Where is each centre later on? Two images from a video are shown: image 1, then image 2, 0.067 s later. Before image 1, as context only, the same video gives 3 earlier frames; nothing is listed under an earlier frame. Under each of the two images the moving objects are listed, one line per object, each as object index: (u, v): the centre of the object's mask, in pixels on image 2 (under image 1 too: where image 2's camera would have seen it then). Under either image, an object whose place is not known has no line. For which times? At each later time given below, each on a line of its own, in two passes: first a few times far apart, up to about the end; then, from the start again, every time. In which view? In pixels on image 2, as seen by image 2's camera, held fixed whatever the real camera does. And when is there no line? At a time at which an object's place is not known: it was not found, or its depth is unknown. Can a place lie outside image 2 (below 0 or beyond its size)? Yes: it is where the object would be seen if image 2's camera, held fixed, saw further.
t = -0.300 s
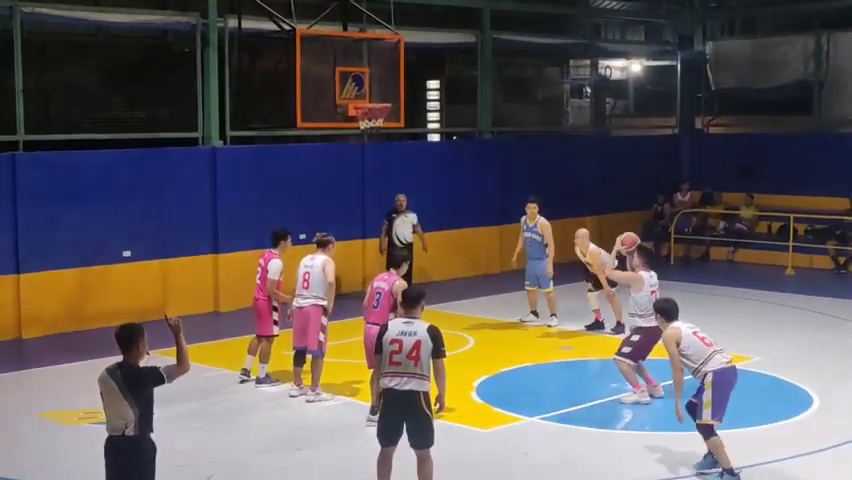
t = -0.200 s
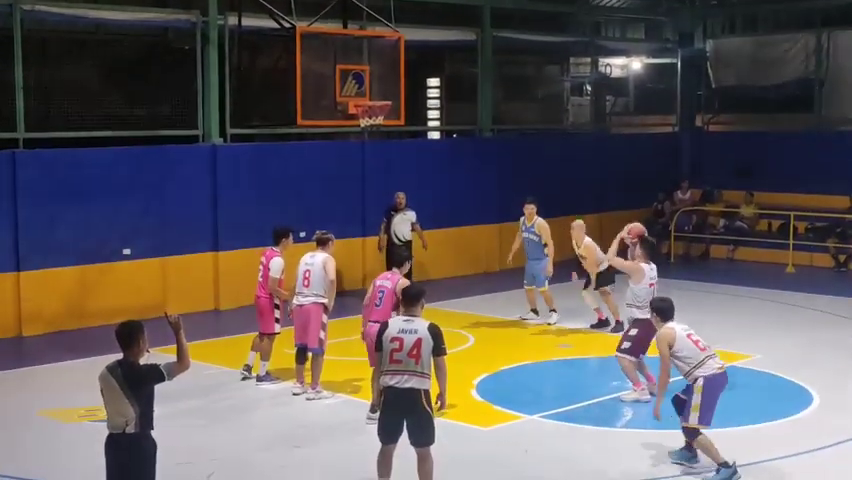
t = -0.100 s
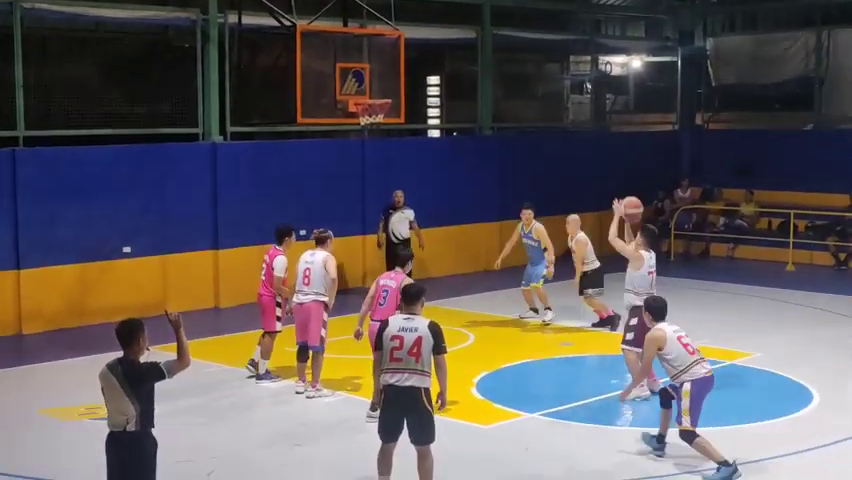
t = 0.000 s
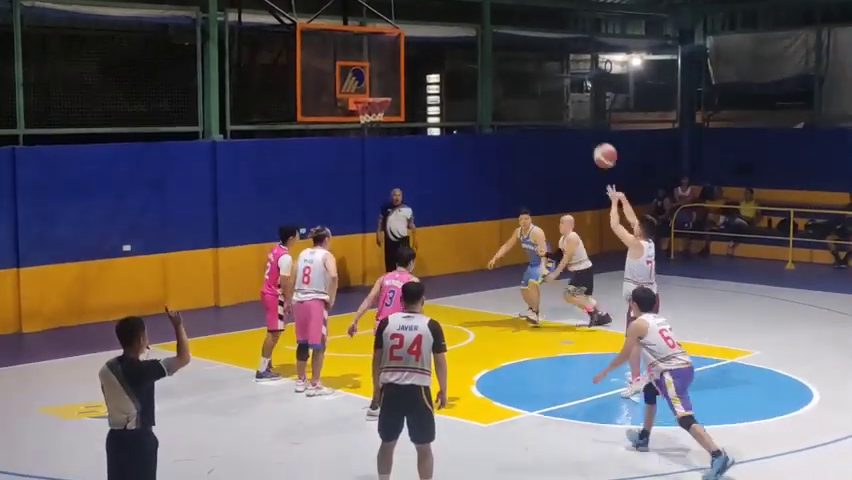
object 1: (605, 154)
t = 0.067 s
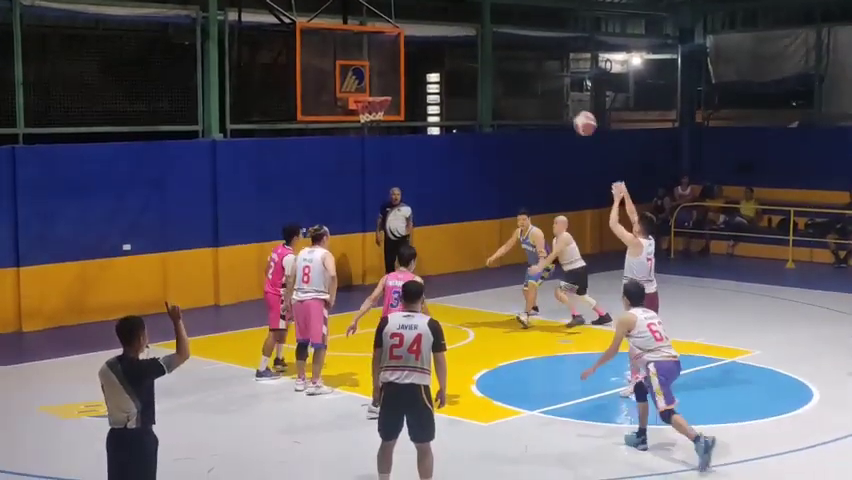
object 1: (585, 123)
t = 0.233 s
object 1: (536, 64)
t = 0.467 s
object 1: (474, 28)
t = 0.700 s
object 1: (419, 39)
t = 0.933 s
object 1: (370, 87)
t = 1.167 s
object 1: (382, 66)
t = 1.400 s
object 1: (387, 60)
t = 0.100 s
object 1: (574, 109)
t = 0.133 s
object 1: (565, 97)
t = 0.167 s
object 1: (555, 85)
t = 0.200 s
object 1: (545, 74)
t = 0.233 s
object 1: (536, 64)
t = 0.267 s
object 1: (527, 56)
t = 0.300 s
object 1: (517, 49)
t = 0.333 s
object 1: (508, 43)
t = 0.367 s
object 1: (500, 37)
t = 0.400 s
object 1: (491, 33)
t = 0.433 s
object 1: (482, 31)
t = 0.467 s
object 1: (474, 28)
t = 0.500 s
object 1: (466, 27)
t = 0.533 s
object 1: (459, 28)
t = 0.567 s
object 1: (450, 28)
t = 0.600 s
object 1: (442, 29)
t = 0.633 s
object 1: (434, 31)
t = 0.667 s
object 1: (427, 35)
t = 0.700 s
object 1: (419, 39)
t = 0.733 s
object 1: (411, 43)
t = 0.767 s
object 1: (404, 49)
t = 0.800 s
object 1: (397, 56)
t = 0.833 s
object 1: (390, 63)
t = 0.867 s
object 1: (383, 71)
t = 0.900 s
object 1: (376, 81)
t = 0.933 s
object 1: (370, 87)
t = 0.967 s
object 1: (370, 91)
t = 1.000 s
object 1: (377, 89)
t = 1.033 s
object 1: (380, 88)
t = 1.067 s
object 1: (381, 81)
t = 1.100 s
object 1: (381, 76)
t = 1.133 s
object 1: (382, 70)
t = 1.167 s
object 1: (382, 66)
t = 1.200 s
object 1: (383, 63)
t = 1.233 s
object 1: (383, 61)
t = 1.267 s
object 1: (384, 59)
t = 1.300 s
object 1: (384, 58)
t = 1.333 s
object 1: (385, 58)
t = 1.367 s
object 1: (386, 59)
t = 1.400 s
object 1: (387, 60)
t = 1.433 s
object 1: (387, 63)
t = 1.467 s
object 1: (388, 66)
